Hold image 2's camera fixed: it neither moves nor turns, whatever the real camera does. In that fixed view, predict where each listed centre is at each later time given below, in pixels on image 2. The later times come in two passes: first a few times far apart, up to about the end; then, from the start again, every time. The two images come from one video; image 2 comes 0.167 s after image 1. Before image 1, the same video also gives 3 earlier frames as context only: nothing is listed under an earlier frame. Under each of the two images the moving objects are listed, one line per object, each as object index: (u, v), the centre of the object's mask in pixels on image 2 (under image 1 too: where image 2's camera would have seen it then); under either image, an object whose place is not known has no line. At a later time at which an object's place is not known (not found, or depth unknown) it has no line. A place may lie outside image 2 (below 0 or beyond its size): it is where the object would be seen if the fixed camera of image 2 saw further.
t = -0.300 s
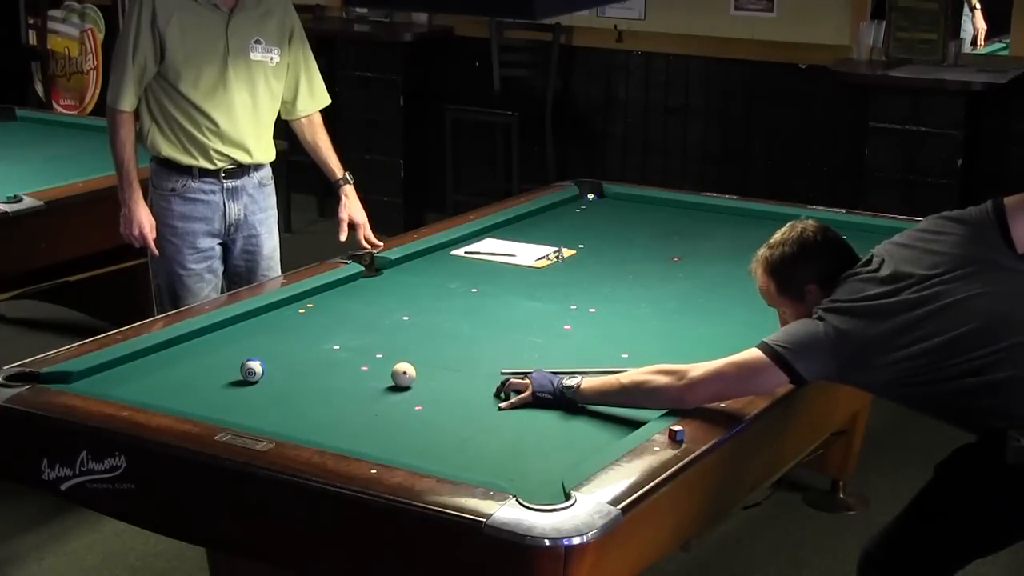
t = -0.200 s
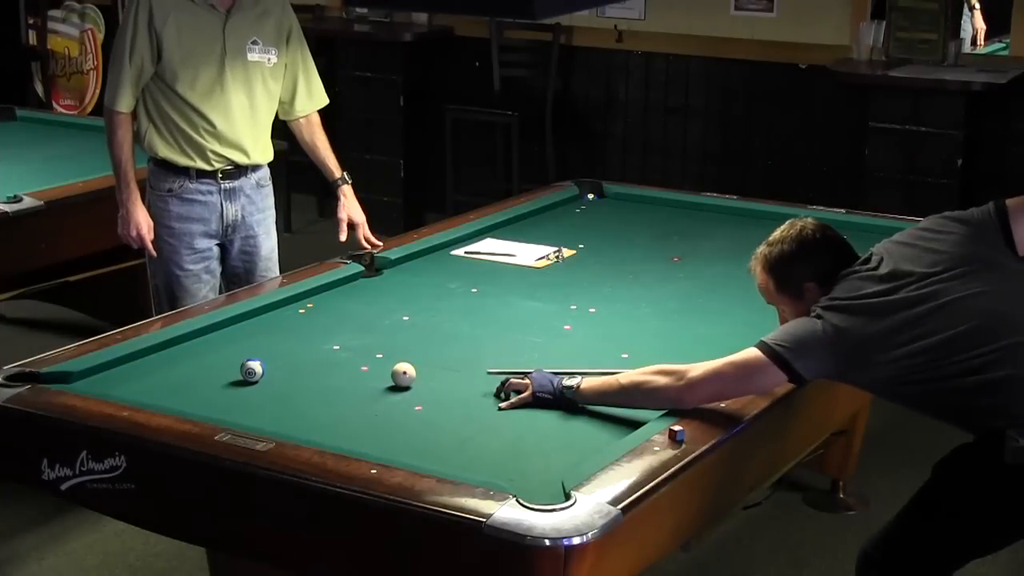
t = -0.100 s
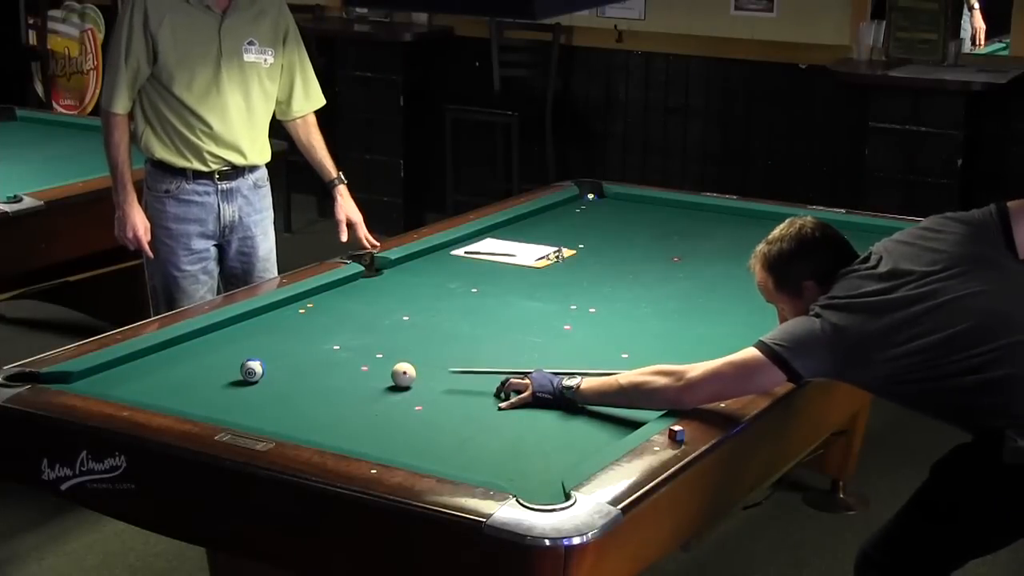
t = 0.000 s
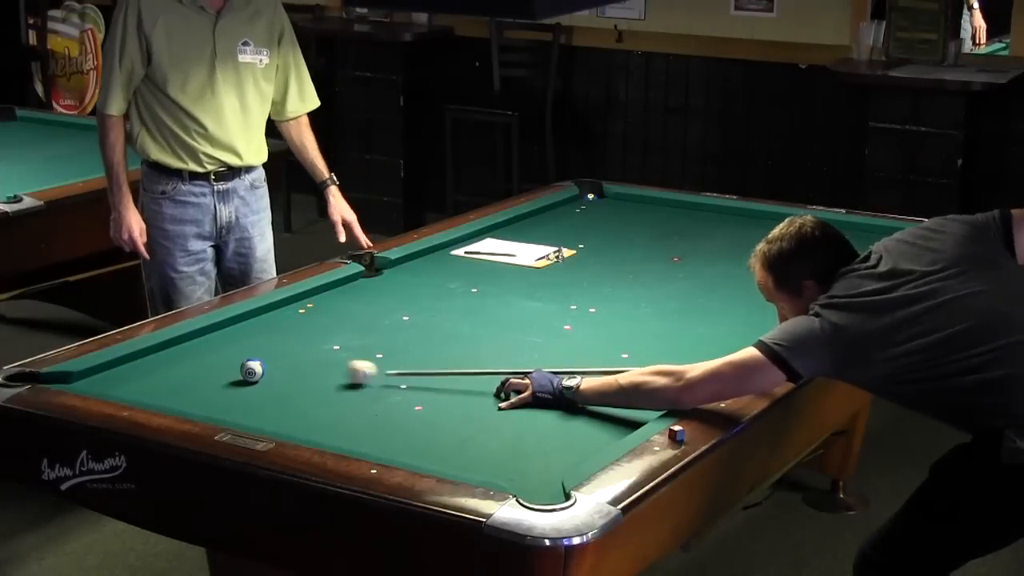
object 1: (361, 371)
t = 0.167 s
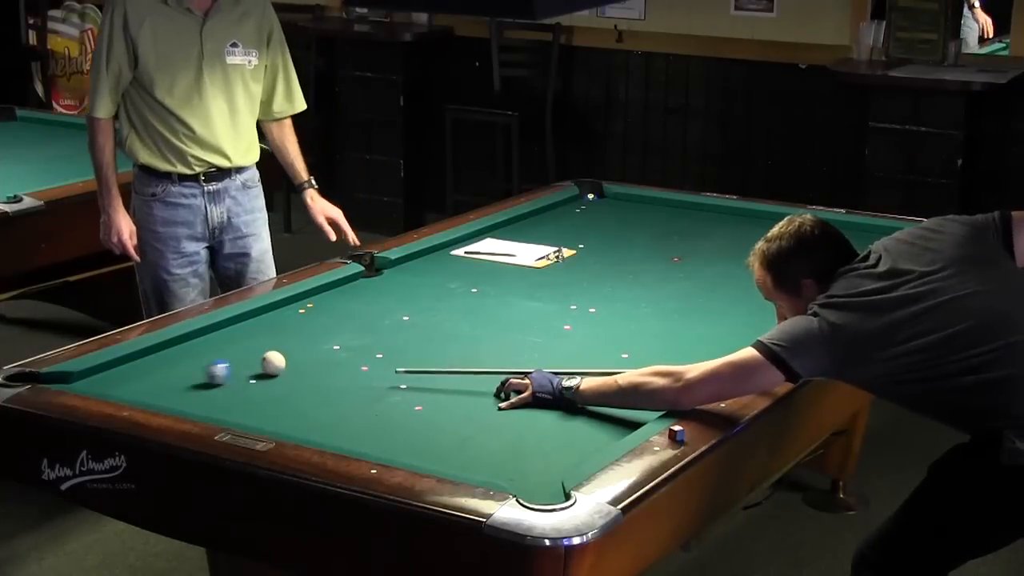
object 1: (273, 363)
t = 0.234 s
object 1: (261, 358)
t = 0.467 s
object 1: (216, 342)
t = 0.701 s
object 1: (232, 332)
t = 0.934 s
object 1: (289, 327)
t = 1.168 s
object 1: (343, 322)
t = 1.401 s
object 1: (392, 317)
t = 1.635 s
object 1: (439, 314)
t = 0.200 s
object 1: (268, 361)
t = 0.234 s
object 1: (261, 358)
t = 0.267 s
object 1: (255, 355)
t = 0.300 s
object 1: (248, 353)
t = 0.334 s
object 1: (241, 351)
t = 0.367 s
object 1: (235, 349)
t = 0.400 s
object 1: (228, 346)
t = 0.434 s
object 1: (222, 344)
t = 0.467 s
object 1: (216, 342)
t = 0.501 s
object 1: (209, 339)
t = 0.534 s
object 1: (203, 337)
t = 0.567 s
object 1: (198, 335)
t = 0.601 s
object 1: (206, 334)
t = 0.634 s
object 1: (215, 334)
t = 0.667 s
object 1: (224, 333)
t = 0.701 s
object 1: (232, 332)
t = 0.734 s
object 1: (241, 331)
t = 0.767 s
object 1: (249, 331)
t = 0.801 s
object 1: (257, 330)
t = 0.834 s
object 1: (265, 329)
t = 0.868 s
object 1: (274, 328)
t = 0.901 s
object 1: (281, 328)
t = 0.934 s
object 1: (289, 327)
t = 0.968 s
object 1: (297, 326)
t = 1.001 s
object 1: (305, 325)
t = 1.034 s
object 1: (313, 325)
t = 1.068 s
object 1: (320, 324)
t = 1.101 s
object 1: (328, 323)
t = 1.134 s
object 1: (335, 322)
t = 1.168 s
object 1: (343, 322)
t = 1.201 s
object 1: (350, 321)
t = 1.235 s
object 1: (357, 321)
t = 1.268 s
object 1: (364, 320)
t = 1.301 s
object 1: (372, 319)
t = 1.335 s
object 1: (378, 319)
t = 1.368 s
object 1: (385, 318)
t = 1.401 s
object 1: (392, 317)
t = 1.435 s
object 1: (399, 317)
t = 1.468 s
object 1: (406, 316)
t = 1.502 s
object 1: (412, 316)
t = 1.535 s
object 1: (419, 315)
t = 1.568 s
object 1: (426, 315)
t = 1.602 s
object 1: (432, 314)
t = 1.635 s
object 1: (439, 314)
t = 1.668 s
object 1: (445, 313)
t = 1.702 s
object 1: (452, 312)
